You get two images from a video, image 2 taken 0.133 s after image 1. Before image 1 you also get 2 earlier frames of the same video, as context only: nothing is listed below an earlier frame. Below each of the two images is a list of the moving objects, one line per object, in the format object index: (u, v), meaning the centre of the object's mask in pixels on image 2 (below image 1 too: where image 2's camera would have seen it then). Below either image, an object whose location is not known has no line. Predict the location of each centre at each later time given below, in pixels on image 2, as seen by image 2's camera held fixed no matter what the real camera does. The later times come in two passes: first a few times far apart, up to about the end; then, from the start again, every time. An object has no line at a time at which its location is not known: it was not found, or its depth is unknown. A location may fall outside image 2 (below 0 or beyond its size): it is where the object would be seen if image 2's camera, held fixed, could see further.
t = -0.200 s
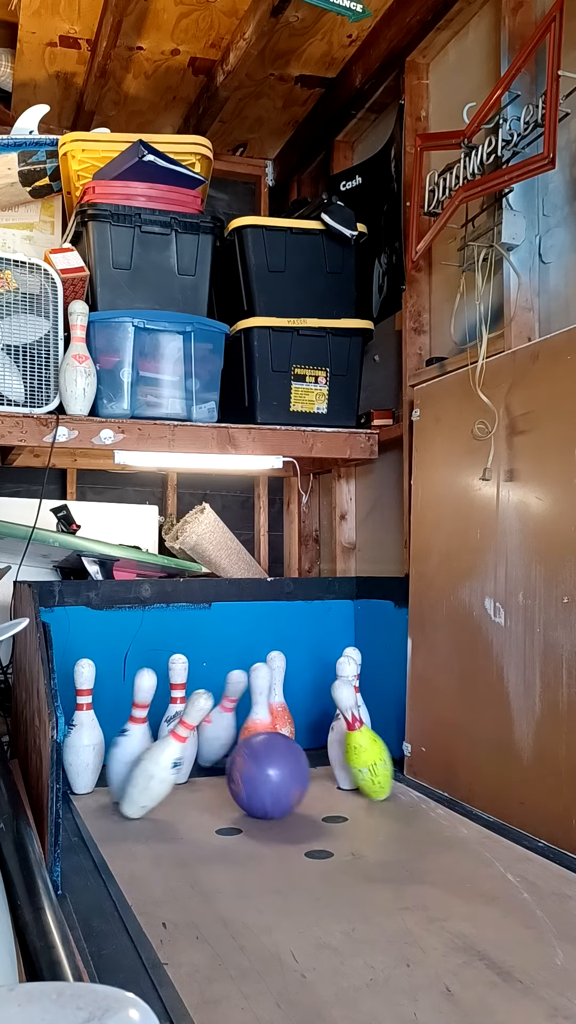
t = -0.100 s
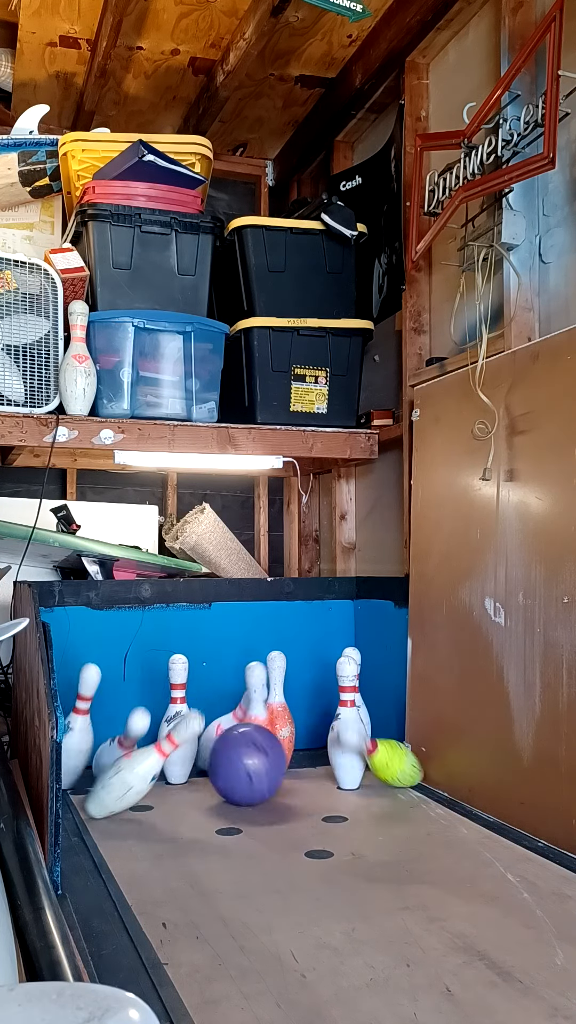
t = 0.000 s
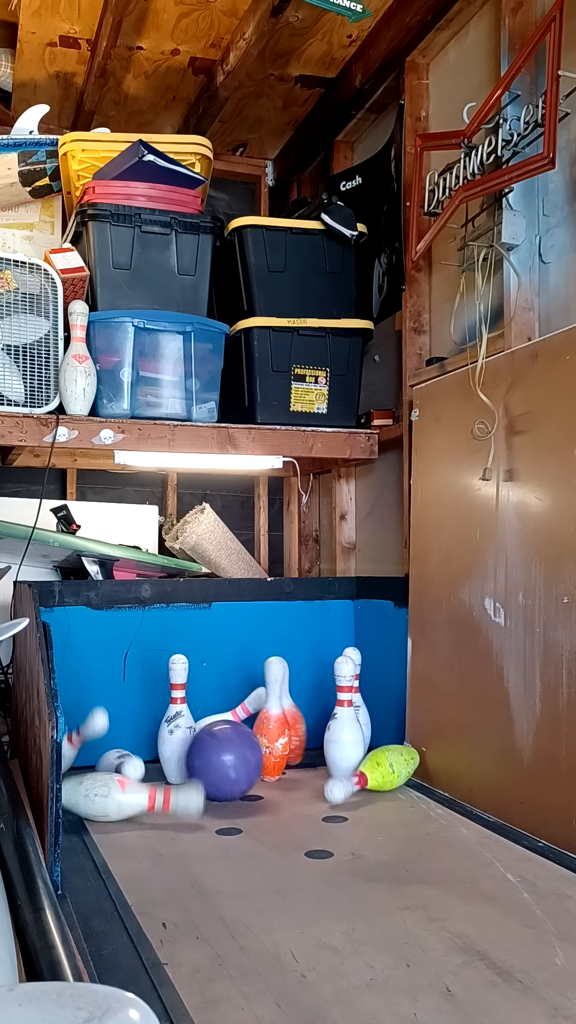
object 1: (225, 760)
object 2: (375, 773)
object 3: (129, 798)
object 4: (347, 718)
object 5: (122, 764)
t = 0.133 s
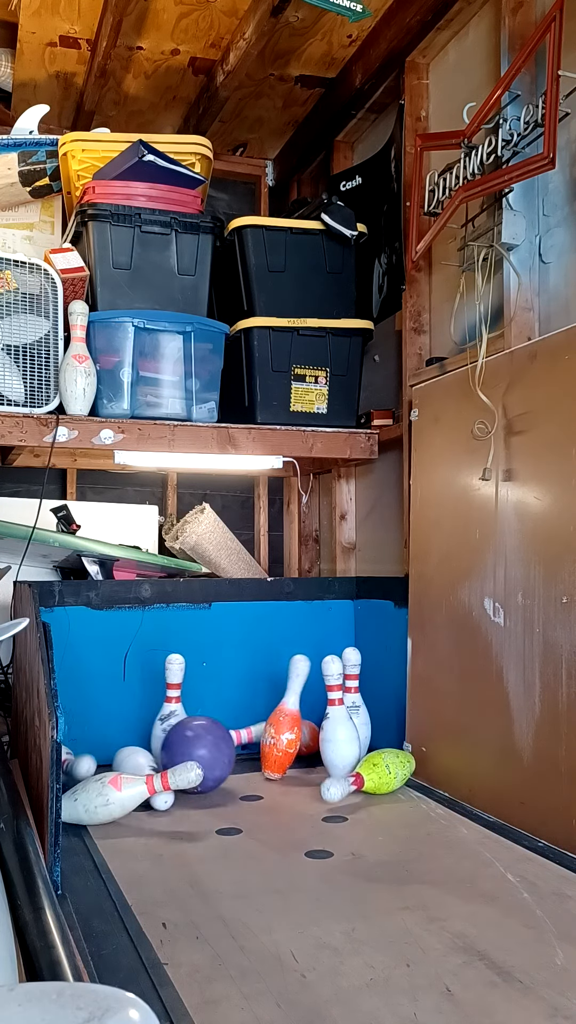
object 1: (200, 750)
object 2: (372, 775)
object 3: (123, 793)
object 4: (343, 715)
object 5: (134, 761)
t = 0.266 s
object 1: (189, 751)
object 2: (371, 777)
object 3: (130, 805)
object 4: (355, 700)
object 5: (131, 770)
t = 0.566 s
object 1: (175, 745)
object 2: (372, 777)
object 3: (133, 812)
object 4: (365, 707)
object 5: (102, 770)
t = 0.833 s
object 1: (175, 746)
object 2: (376, 778)
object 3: (132, 820)
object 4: (358, 712)
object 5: (97, 775)
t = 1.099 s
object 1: (174, 746)
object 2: (378, 778)
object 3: (133, 827)
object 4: (349, 714)
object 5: (101, 778)
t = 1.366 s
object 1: (172, 747)
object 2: (380, 779)
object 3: (139, 834)
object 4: (346, 721)
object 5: (102, 780)
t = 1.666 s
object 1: (170, 747)
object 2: (378, 778)
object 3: (150, 842)
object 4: (346, 722)
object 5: (104, 782)
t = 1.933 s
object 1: (168, 748)
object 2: (376, 778)
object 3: (167, 849)
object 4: (346, 721)
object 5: (105, 783)
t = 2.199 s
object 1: (165, 748)
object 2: (374, 778)
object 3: (188, 856)
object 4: (346, 722)
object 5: (104, 782)
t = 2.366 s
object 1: (164, 750)
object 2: (372, 777)
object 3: (205, 860)
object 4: (346, 722)
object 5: (98, 781)
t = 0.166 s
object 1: (197, 748)
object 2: (371, 777)
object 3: (124, 795)
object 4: (337, 725)
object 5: (134, 763)
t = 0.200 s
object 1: (194, 748)
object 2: (371, 777)
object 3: (127, 798)
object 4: (355, 698)
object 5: (132, 765)
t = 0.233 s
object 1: (191, 750)
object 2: (371, 777)
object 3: (128, 802)
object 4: (355, 699)
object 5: (132, 768)
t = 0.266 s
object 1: (189, 751)
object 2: (371, 777)
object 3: (130, 805)
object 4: (355, 700)
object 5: (131, 770)
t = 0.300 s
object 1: (187, 750)
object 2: (371, 777)
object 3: (130, 804)
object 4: (356, 701)
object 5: (127, 768)
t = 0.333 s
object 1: (185, 749)
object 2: (371, 777)
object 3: (131, 806)
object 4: (358, 702)
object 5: (122, 768)
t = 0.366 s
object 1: (183, 748)
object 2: (372, 777)
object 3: (132, 806)
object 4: (360, 703)
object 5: (119, 768)
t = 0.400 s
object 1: (181, 747)
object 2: (372, 777)
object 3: (132, 808)
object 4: (360, 703)
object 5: (117, 769)
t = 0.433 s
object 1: (179, 746)
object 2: (372, 777)
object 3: (132, 809)
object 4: (362, 704)
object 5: (114, 769)
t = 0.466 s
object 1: (177, 746)
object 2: (372, 777)
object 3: (133, 810)
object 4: (364, 708)
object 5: (111, 769)
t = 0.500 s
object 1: (176, 746)
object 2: (372, 777)
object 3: (133, 811)
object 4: (365, 708)
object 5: (108, 769)
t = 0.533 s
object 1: (176, 746)
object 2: (372, 777)
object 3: (133, 812)
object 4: (366, 708)
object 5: (105, 770)
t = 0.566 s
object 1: (175, 745)
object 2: (372, 777)
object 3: (133, 812)
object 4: (365, 707)
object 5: (102, 770)
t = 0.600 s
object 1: (175, 745)
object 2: (372, 777)
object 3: (132, 813)
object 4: (364, 707)
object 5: (100, 770)
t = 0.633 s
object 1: (175, 745)
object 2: (373, 777)
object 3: (132, 814)
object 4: (363, 708)
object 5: (99, 771)
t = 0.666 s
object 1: (175, 745)
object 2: (372, 777)
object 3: (132, 815)
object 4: (362, 709)
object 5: (98, 772)
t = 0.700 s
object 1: (175, 745)
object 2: (373, 777)
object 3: (132, 816)
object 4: (361, 710)
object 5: (97, 772)
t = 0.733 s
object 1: (175, 746)
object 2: (373, 777)
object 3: (132, 817)
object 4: (361, 712)
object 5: (96, 773)
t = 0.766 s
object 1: (175, 746)
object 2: (374, 778)
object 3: (132, 818)
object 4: (360, 712)
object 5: (96, 774)
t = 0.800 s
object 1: (175, 746)
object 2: (375, 778)
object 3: (132, 819)
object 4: (359, 712)
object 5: (97, 774)
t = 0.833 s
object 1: (175, 746)
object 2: (376, 778)
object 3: (132, 820)
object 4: (358, 712)
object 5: (97, 775)
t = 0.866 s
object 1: (175, 746)
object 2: (376, 778)
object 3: (132, 821)
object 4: (357, 712)
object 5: (98, 776)
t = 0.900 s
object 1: (175, 746)
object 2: (376, 778)
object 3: (132, 822)
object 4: (356, 711)
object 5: (99, 776)
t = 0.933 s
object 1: (174, 746)
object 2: (377, 778)
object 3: (132, 822)
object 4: (355, 711)
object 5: (99, 776)
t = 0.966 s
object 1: (174, 746)
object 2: (377, 778)
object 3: (132, 823)
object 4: (354, 712)
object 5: (99, 777)
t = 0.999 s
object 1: (174, 746)
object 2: (377, 778)
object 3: (132, 824)
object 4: (353, 712)
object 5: (100, 777)
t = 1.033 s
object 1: (174, 746)
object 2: (378, 778)
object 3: (132, 825)
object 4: (351, 712)
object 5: (100, 778)
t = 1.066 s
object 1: (174, 746)
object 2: (378, 778)
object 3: (133, 826)
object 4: (350, 713)
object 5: (100, 778)
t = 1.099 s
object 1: (174, 746)
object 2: (378, 778)
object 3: (133, 827)
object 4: (349, 714)
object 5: (101, 778)
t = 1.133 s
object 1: (174, 747)
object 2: (379, 779)
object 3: (134, 828)
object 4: (348, 716)
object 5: (101, 779)
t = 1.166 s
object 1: (174, 747)
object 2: (379, 779)
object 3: (135, 828)
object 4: (347, 719)
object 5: (101, 779)
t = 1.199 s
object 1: (173, 747)
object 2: (379, 779)
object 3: (135, 829)
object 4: (346, 722)
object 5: (101, 779)
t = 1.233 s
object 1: (173, 747)
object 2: (380, 779)
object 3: (136, 830)
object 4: (346, 721)
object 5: (101, 779)
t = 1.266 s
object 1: (173, 747)
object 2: (380, 779)
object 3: (137, 831)
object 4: (346, 722)
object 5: (102, 780)
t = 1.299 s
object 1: (173, 747)
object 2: (380, 779)
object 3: (138, 832)
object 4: (346, 722)
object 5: (102, 780)
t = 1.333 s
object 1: (173, 747)
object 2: (380, 779)
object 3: (138, 833)
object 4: (346, 722)
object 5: (102, 780)
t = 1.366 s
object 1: (172, 747)
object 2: (380, 779)
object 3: (139, 834)
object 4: (346, 721)
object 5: (102, 780)
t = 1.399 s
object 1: (172, 747)
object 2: (380, 779)
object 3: (140, 834)
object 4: (346, 721)
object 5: (103, 780)
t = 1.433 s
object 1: (172, 747)
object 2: (380, 779)
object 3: (141, 835)
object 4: (346, 722)
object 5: (103, 781)
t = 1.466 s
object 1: (172, 747)
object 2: (379, 779)
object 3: (142, 836)
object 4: (346, 722)
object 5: (103, 781)
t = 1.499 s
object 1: (172, 747)
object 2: (379, 779)
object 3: (143, 837)
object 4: (346, 722)
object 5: (103, 781)
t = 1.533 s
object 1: (171, 747)
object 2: (379, 779)
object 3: (145, 838)
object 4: (346, 722)
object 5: (103, 781)
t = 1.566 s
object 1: (171, 747)
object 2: (379, 779)
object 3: (146, 839)
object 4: (346, 722)
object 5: (104, 781)
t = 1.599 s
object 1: (171, 747)
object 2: (378, 779)
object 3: (147, 840)
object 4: (346, 722)
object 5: (104, 782)
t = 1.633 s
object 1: (170, 747)
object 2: (378, 778)
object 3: (148, 841)
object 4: (346, 722)
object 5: (104, 782)
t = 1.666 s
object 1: (170, 747)
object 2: (378, 778)
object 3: (150, 842)
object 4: (346, 722)
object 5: (104, 782)
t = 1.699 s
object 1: (170, 748)
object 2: (378, 778)
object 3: (152, 843)
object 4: (346, 721)
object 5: (104, 782)
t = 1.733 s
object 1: (169, 748)
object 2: (378, 778)
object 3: (154, 844)
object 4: (346, 722)
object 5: (105, 783)
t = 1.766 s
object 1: (169, 748)
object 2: (378, 778)
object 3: (156, 845)
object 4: (346, 722)
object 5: (105, 783)
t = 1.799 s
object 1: (169, 748)
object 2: (377, 778)
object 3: (158, 846)
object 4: (346, 722)
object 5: (105, 783)
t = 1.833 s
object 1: (169, 748)
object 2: (377, 778)
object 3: (160, 846)
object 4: (346, 722)
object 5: (105, 783)
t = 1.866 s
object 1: (168, 748)
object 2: (377, 778)
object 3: (163, 847)
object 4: (346, 722)
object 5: (105, 783)
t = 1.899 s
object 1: (168, 748)
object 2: (377, 778)
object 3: (165, 848)
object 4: (346, 722)
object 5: (105, 783)
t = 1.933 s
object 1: (168, 748)
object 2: (376, 778)
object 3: (167, 849)
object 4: (346, 721)
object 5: (105, 783)
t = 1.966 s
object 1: (167, 748)
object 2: (376, 778)
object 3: (169, 850)
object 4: (346, 722)
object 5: (105, 783)
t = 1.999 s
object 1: (167, 747)
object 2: (376, 778)
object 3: (172, 851)
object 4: (346, 721)
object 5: (105, 783)
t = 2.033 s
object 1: (167, 748)
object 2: (375, 778)
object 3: (175, 852)
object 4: (346, 722)
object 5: (105, 783)
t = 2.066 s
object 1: (166, 748)
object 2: (375, 778)
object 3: (177, 852)
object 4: (346, 722)
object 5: (105, 783)
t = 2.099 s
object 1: (166, 748)
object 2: (375, 778)
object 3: (180, 853)
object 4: (346, 722)
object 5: (105, 783)
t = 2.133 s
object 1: (166, 748)
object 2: (374, 778)
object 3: (183, 854)
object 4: (346, 722)
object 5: (105, 783)
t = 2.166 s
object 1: (165, 748)
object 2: (374, 778)
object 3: (186, 855)
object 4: (346, 722)
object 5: (104, 782)
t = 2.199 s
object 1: (165, 748)
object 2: (374, 778)
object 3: (188, 856)
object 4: (346, 722)
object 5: (104, 782)
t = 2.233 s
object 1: (165, 749)
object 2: (373, 777)
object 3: (192, 857)
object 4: (346, 722)
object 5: (102, 782)
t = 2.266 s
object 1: (165, 749)
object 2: (373, 777)
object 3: (195, 858)
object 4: (346, 722)
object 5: (101, 782)
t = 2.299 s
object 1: (164, 749)
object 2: (373, 777)
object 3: (198, 858)
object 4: (346, 722)
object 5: (101, 782)
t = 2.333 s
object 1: (164, 750)
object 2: (373, 777)
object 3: (202, 859)
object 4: (346, 722)
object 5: (99, 782)
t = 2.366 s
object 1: (164, 750)
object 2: (372, 777)
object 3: (205, 860)
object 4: (346, 722)
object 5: (98, 781)
